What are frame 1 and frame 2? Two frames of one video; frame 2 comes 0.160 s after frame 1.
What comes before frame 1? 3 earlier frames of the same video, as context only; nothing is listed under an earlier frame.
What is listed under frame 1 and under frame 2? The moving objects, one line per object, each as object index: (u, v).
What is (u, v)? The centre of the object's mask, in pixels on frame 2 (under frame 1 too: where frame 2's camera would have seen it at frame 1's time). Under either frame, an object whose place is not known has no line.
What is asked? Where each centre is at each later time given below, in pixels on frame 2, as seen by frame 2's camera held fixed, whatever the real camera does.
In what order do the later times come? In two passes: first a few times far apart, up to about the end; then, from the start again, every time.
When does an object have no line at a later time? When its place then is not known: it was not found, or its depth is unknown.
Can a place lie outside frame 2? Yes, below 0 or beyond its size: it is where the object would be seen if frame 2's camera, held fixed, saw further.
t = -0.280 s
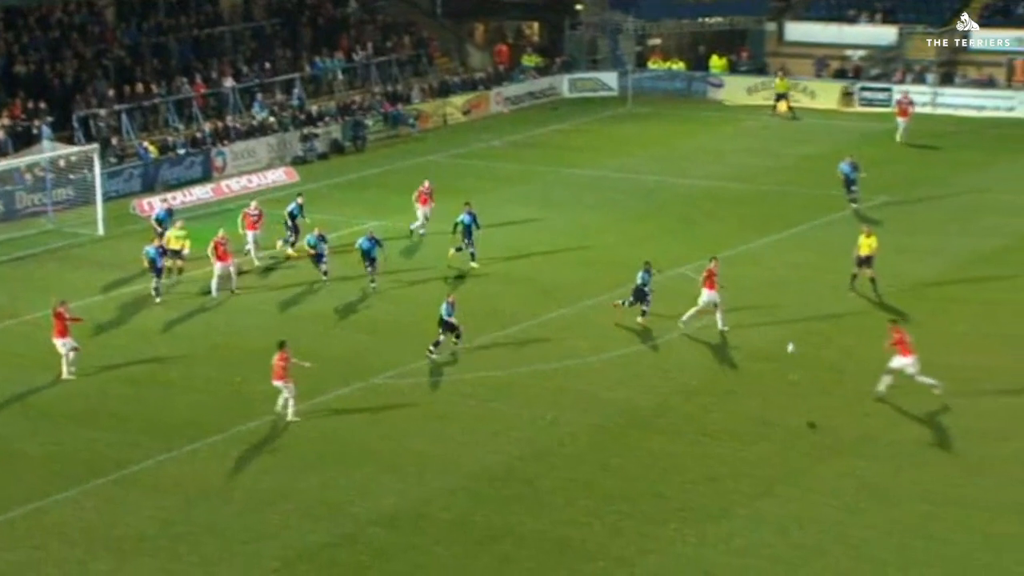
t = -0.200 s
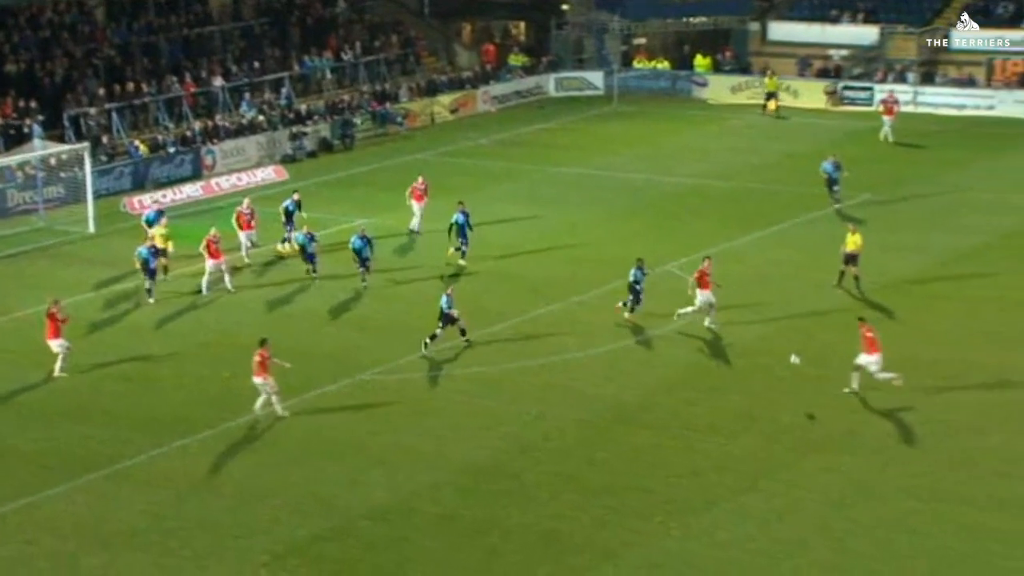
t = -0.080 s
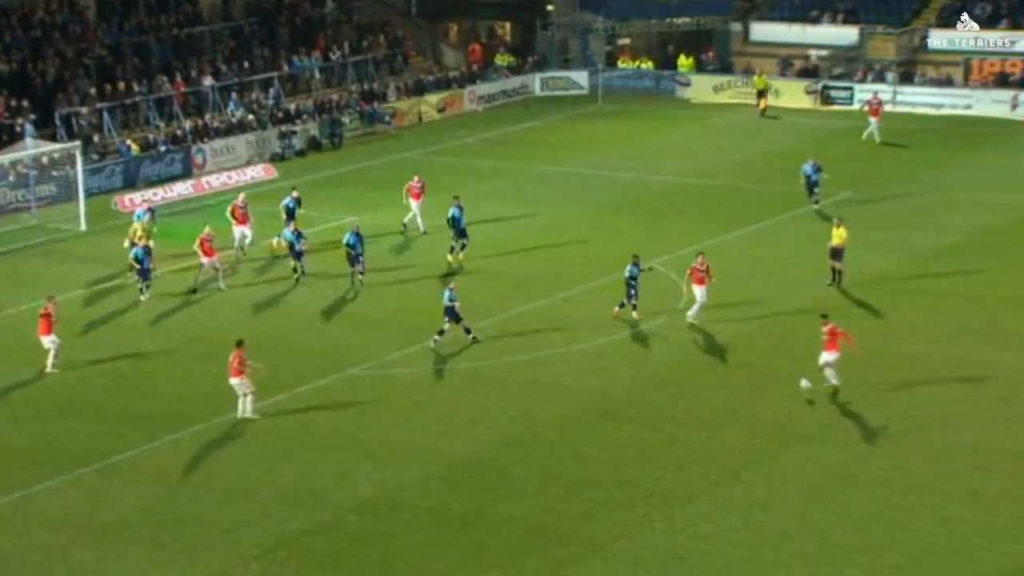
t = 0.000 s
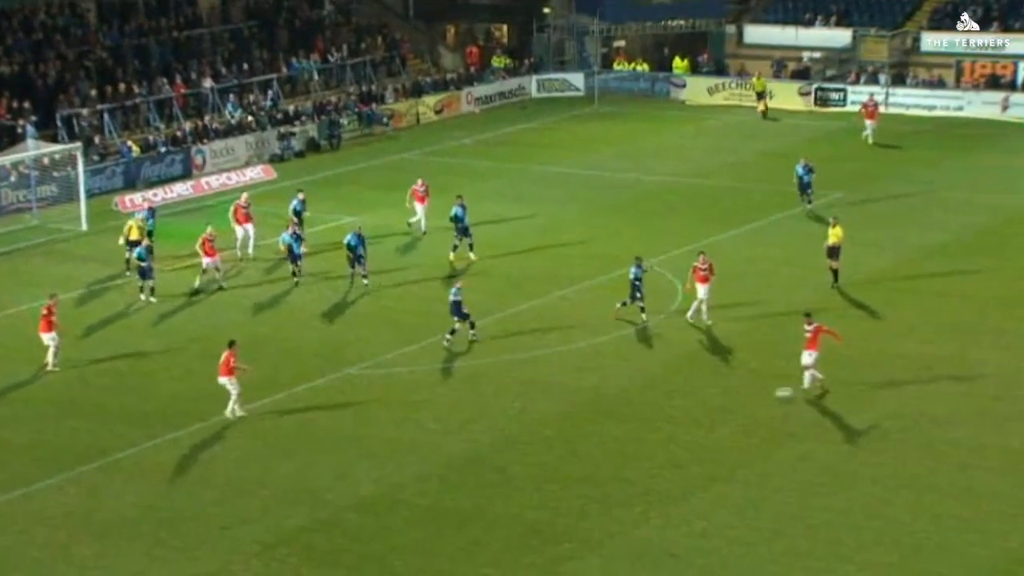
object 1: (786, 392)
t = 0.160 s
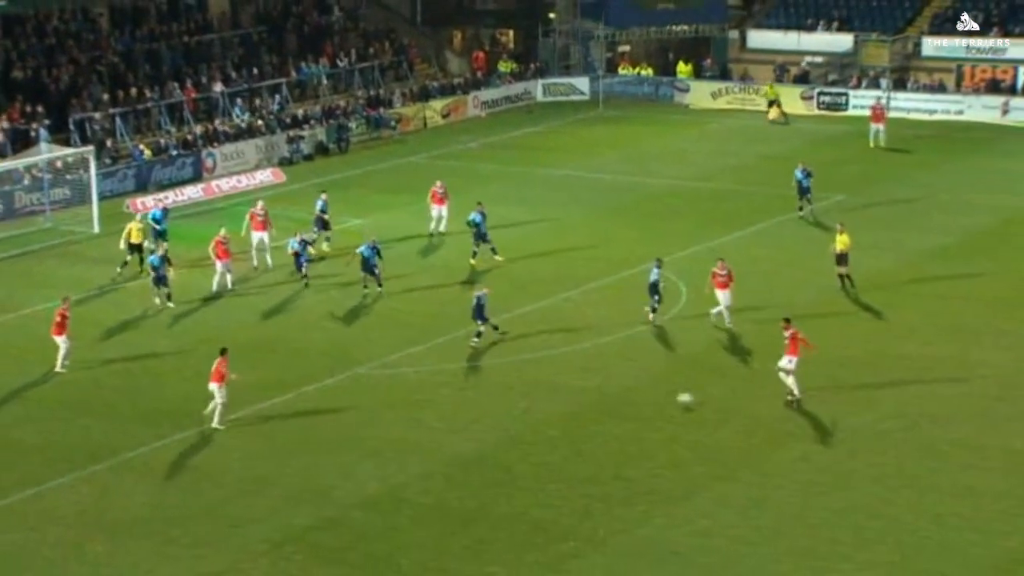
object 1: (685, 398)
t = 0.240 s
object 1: (636, 403)
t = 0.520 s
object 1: (480, 417)
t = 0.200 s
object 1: (660, 400)
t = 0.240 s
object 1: (636, 403)
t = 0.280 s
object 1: (613, 406)
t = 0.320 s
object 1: (590, 406)
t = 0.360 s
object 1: (568, 408)
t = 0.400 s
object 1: (546, 410)
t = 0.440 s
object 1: (524, 411)
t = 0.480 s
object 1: (502, 414)
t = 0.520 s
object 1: (480, 417)
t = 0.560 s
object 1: (459, 419)
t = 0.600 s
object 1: (439, 420)
